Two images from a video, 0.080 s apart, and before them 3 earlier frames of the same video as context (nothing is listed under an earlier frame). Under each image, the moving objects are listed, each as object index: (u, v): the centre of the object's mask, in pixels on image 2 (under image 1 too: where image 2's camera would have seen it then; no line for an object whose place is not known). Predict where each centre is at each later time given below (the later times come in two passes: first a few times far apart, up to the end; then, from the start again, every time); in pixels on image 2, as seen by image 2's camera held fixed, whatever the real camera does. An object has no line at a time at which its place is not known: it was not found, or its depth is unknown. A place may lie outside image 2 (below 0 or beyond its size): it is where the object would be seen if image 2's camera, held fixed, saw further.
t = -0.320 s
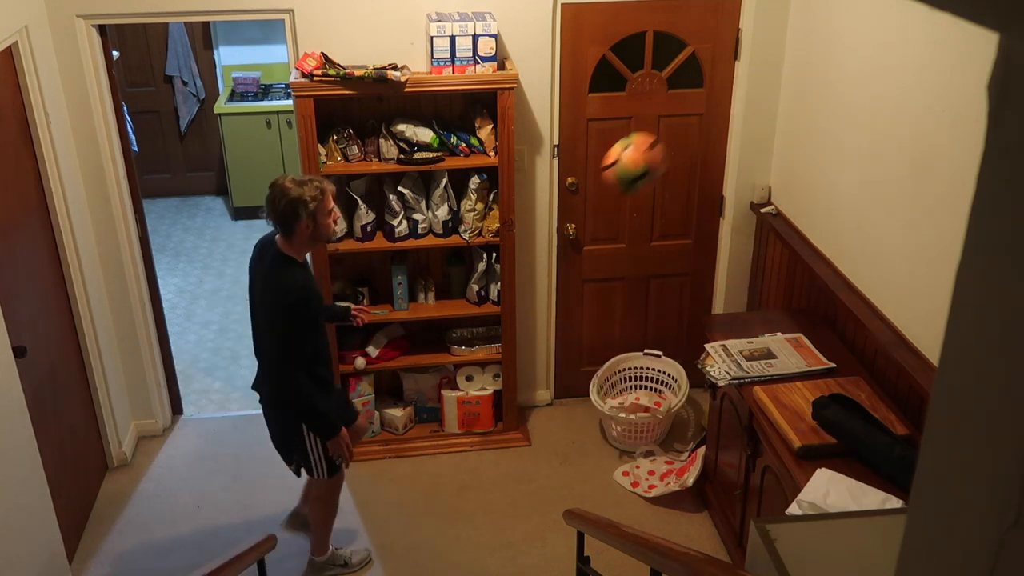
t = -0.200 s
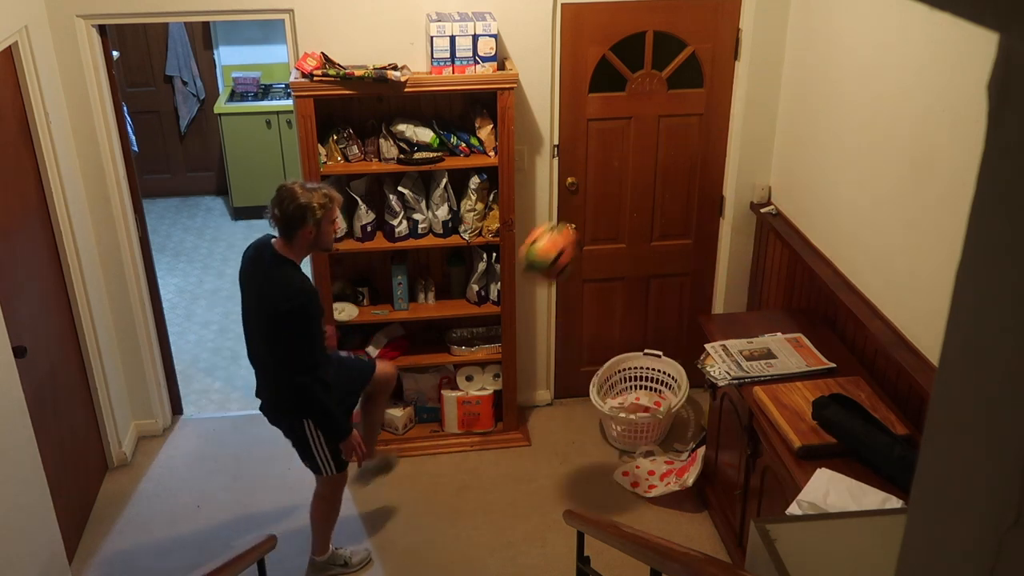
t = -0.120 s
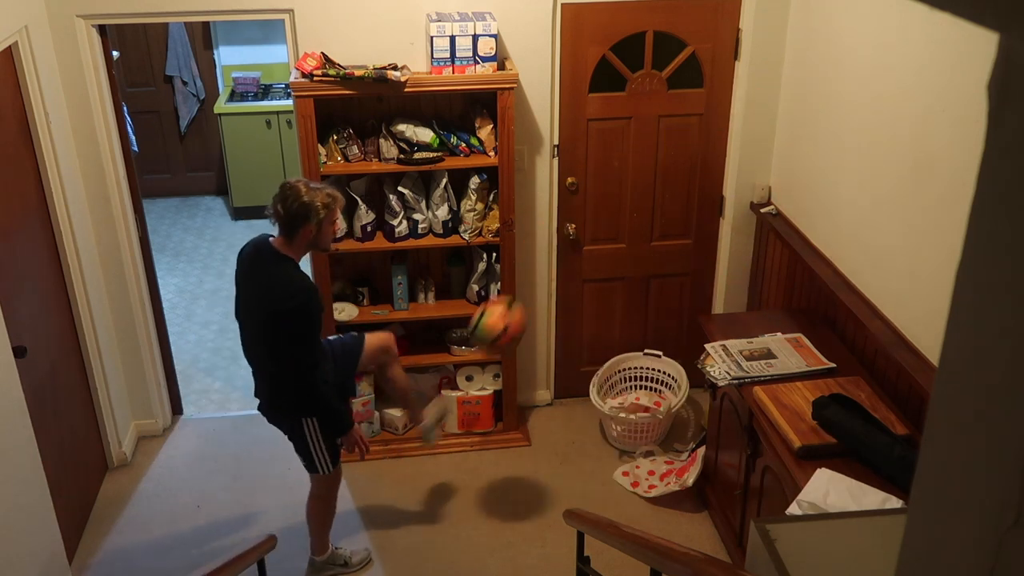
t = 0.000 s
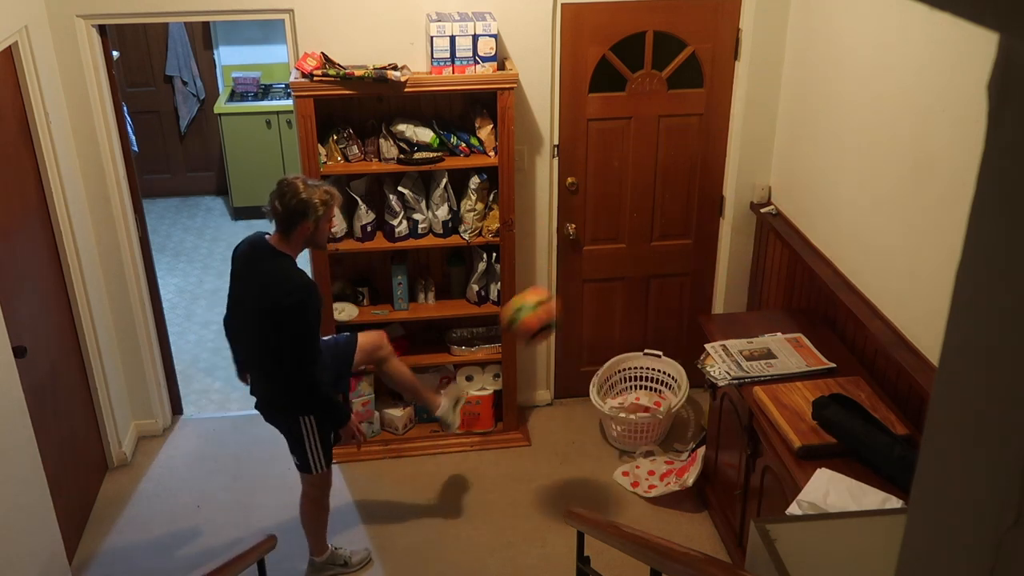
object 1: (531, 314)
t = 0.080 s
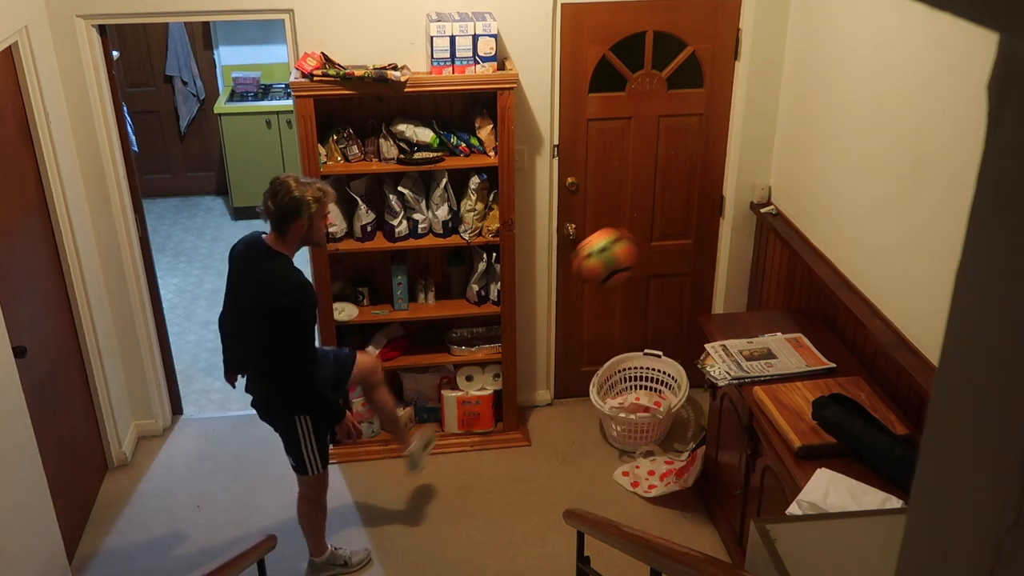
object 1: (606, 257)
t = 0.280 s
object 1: (809, 160)
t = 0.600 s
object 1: (645, 207)
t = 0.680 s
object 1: (577, 259)
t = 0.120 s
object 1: (645, 229)
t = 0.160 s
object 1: (685, 208)
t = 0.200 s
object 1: (725, 189)
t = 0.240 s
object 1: (767, 173)
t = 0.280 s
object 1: (809, 160)
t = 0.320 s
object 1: (851, 152)
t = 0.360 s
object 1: (847, 147)
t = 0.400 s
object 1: (819, 141)
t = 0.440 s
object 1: (784, 146)
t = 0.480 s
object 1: (748, 159)
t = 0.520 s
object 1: (714, 171)
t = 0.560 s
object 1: (680, 187)
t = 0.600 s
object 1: (645, 207)
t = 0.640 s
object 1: (610, 229)
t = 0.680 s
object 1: (577, 259)
